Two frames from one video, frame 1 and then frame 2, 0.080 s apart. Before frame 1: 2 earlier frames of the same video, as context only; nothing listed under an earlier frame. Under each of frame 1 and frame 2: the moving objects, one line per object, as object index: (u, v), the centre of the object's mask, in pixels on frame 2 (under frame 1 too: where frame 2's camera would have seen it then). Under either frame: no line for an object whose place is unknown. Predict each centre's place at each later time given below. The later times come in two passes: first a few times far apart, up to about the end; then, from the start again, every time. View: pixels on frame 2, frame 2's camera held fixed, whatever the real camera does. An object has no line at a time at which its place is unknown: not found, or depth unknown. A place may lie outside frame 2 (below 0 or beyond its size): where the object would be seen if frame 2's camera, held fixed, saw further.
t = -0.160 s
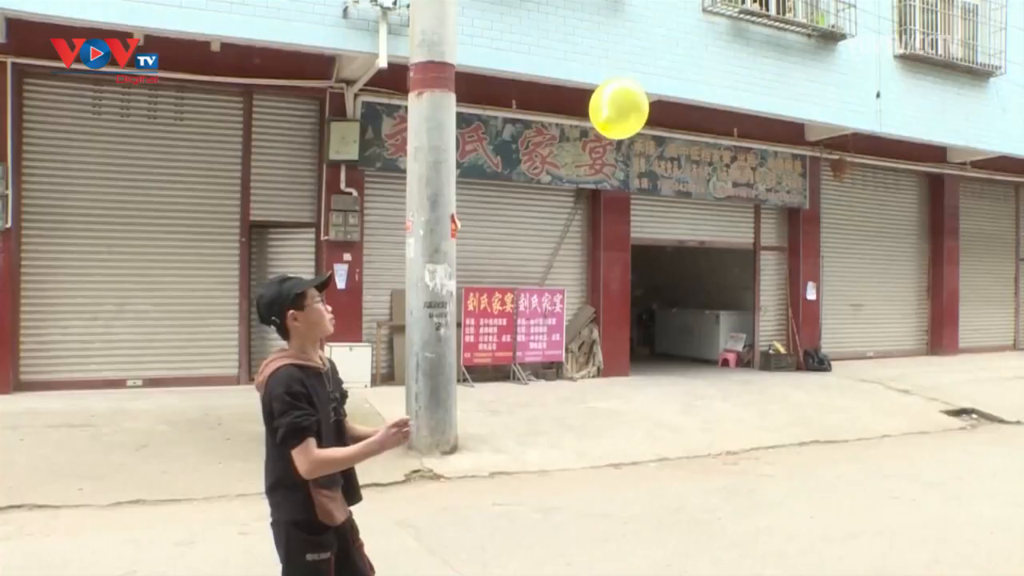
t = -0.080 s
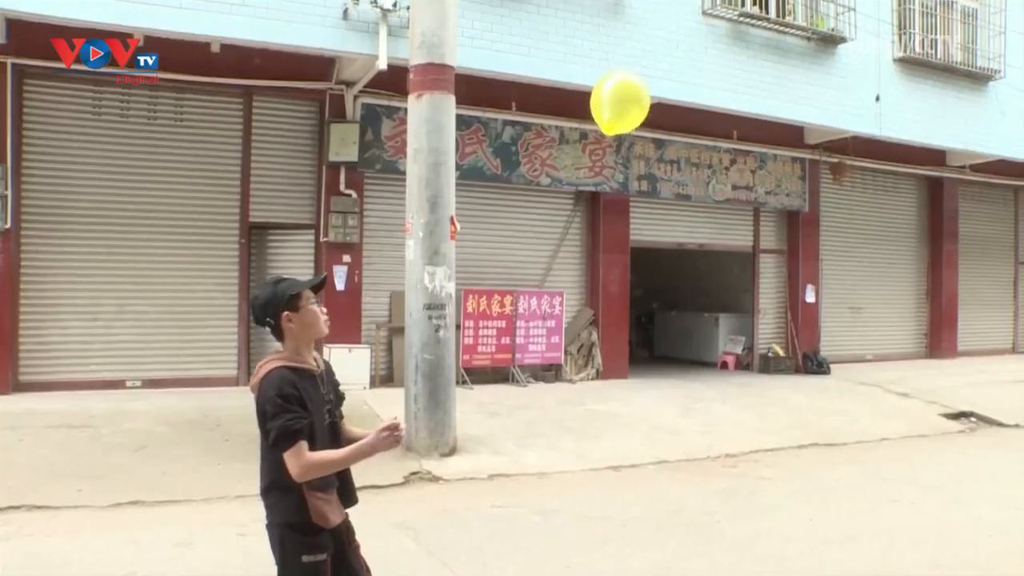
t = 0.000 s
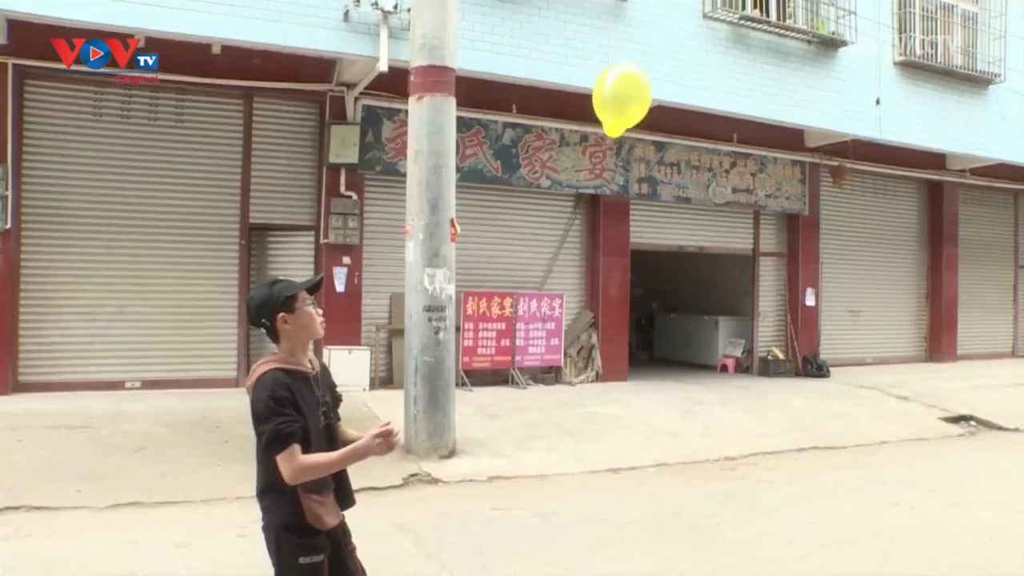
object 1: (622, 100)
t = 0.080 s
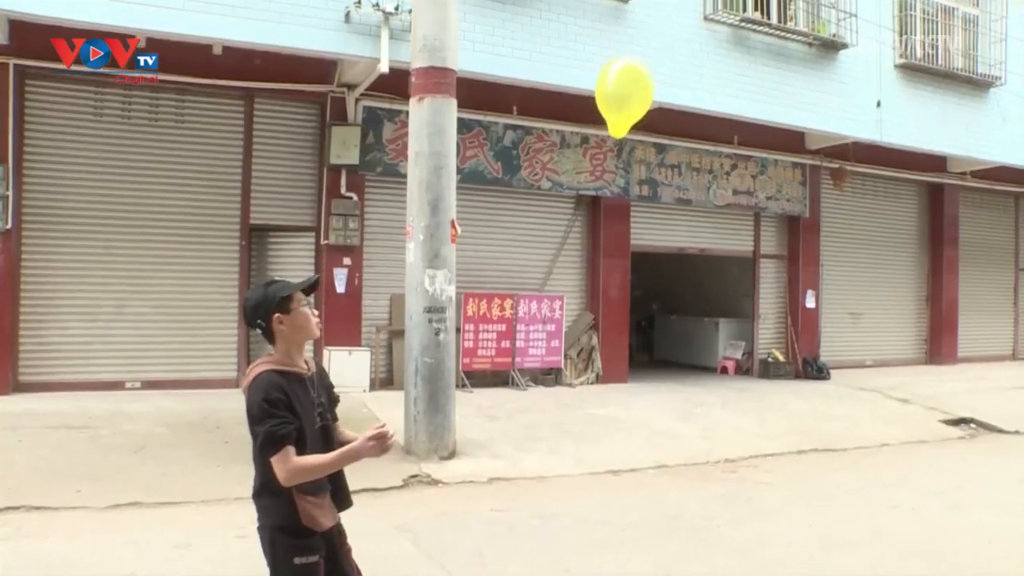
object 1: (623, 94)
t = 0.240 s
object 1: (628, 86)
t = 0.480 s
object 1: (638, 80)
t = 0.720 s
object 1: (652, 90)
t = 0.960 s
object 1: (670, 111)
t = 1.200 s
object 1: (694, 144)
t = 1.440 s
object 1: (724, 189)
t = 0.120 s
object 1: (624, 91)
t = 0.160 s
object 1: (625, 89)
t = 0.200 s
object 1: (627, 87)
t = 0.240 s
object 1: (628, 86)
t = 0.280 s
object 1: (630, 84)
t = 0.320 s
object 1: (631, 82)
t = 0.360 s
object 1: (633, 81)
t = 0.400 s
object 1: (635, 81)
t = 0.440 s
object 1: (636, 80)
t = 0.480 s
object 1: (638, 80)
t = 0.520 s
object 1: (640, 81)
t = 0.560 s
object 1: (642, 82)
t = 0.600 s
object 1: (645, 84)
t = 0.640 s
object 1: (647, 85)
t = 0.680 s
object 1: (649, 87)
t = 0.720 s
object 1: (652, 90)
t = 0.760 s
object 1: (655, 92)
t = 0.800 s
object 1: (657, 95)
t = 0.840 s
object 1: (660, 99)
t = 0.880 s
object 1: (663, 102)
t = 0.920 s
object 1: (667, 107)
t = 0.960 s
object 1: (670, 111)
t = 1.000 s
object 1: (674, 115)
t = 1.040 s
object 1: (678, 120)
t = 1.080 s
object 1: (682, 126)
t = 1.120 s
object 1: (686, 132)
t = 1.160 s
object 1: (690, 138)
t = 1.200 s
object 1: (694, 144)
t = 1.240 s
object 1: (699, 150)
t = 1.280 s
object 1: (704, 157)
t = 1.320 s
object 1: (708, 164)
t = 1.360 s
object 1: (713, 173)
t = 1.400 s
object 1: (719, 181)
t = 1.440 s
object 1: (724, 189)
